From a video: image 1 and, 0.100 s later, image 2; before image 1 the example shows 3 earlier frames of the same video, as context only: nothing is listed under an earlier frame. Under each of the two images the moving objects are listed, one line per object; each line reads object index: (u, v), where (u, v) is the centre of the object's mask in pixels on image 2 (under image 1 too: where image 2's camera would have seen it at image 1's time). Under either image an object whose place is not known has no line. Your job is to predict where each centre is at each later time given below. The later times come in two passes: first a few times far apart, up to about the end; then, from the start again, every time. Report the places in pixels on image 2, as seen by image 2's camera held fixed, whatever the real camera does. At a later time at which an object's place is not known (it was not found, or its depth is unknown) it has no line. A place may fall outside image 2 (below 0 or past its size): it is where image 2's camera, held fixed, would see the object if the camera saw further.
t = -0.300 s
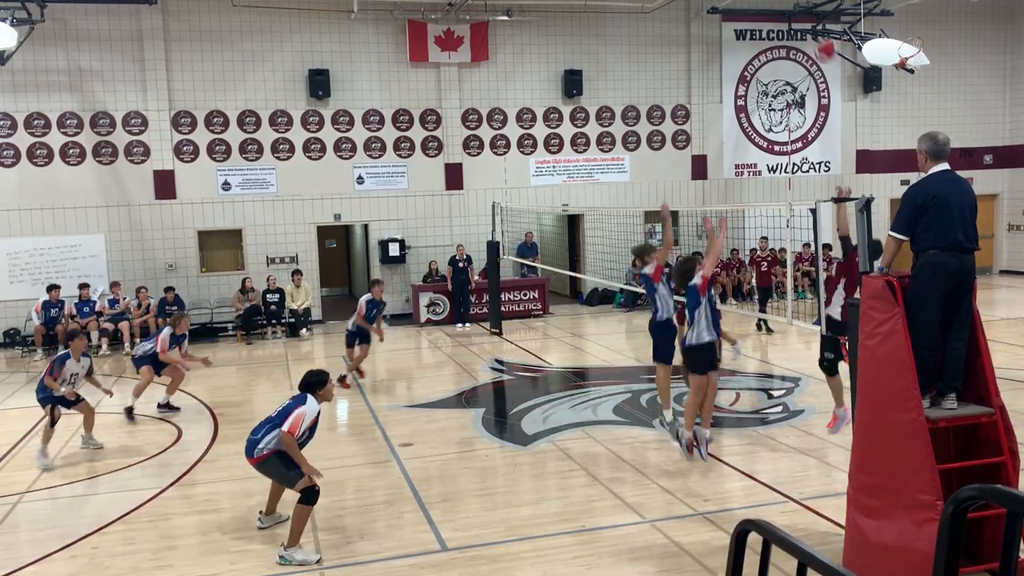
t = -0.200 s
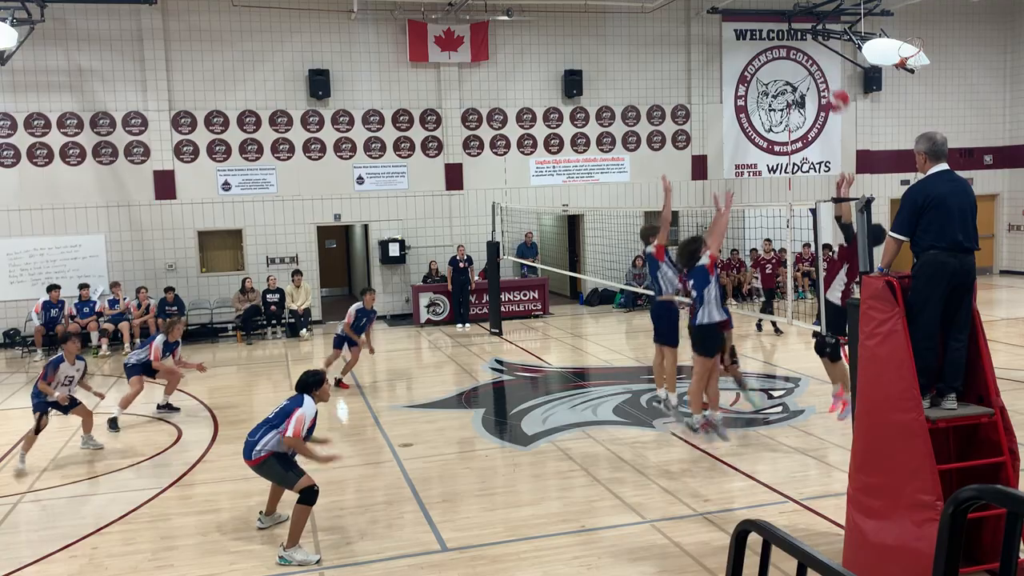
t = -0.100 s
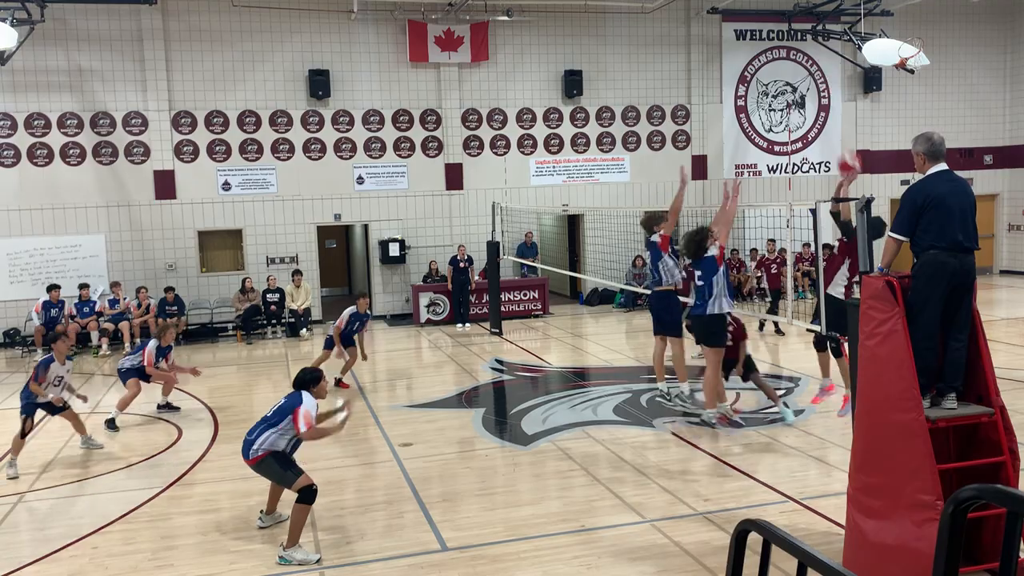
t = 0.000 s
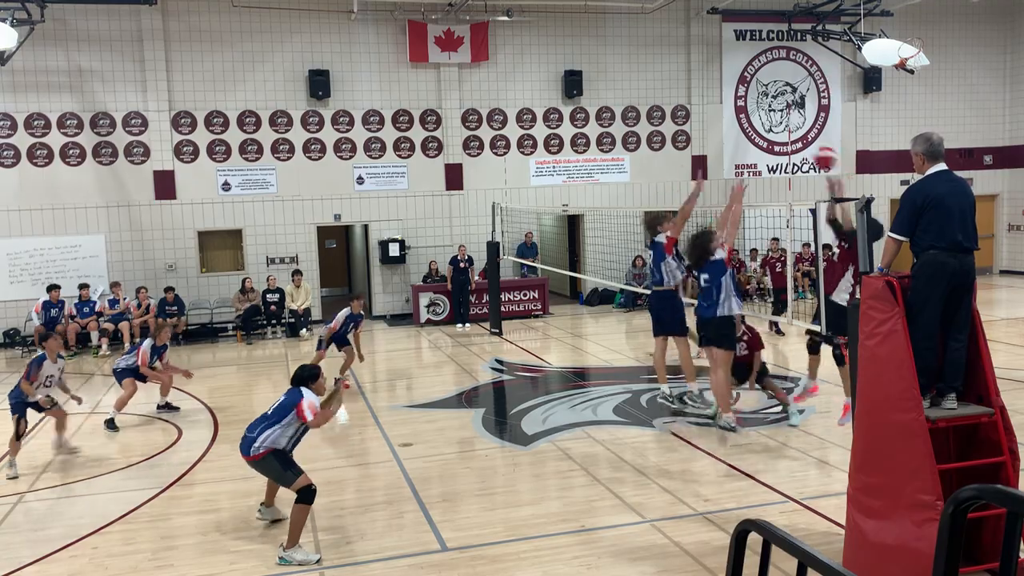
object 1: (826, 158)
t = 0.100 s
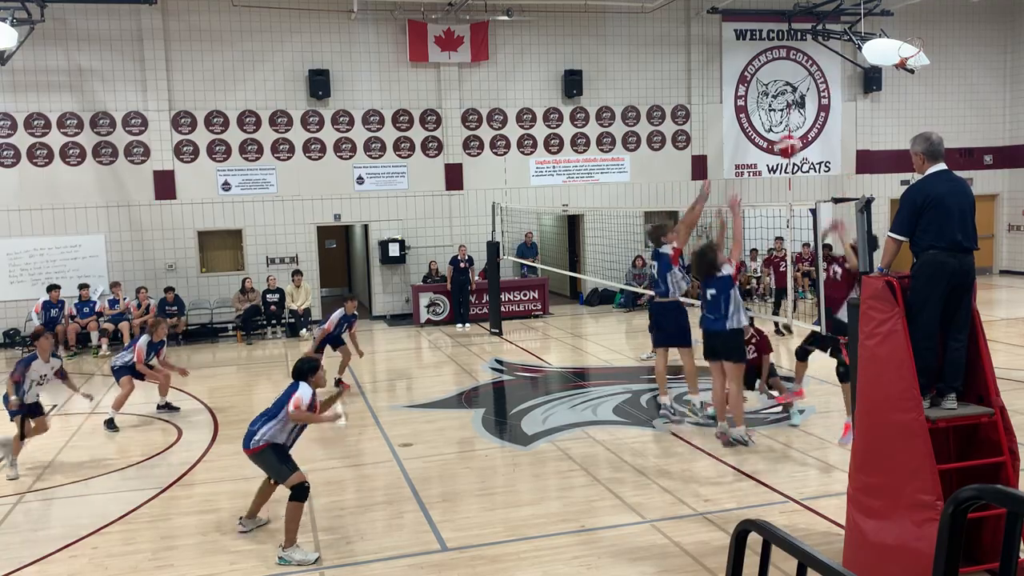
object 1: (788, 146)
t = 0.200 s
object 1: (750, 147)
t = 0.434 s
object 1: (665, 191)
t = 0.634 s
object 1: (595, 276)
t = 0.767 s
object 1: (553, 354)
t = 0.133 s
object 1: (775, 145)
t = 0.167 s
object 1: (762, 145)
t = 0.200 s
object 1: (750, 147)
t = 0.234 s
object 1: (737, 149)
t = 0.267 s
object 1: (725, 153)
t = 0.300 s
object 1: (713, 158)
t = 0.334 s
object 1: (701, 166)
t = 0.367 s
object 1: (689, 173)
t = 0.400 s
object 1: (678, 181)
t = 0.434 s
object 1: (665, 191)
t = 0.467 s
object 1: (654, 202)
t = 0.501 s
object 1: (642, 216)
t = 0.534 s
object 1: (630, 227)
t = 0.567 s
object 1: (618, 242)
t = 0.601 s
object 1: (607, 260)
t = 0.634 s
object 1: (595, 276)
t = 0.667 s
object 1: (584, 293)
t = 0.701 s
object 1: (574, 311)
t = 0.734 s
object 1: (564, 333)
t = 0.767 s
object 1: (553, 354)
